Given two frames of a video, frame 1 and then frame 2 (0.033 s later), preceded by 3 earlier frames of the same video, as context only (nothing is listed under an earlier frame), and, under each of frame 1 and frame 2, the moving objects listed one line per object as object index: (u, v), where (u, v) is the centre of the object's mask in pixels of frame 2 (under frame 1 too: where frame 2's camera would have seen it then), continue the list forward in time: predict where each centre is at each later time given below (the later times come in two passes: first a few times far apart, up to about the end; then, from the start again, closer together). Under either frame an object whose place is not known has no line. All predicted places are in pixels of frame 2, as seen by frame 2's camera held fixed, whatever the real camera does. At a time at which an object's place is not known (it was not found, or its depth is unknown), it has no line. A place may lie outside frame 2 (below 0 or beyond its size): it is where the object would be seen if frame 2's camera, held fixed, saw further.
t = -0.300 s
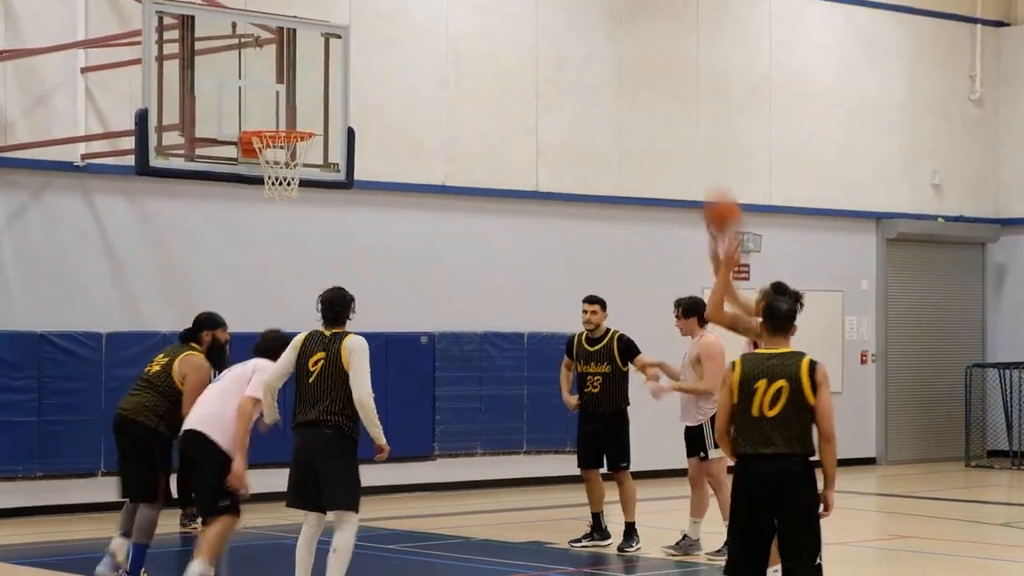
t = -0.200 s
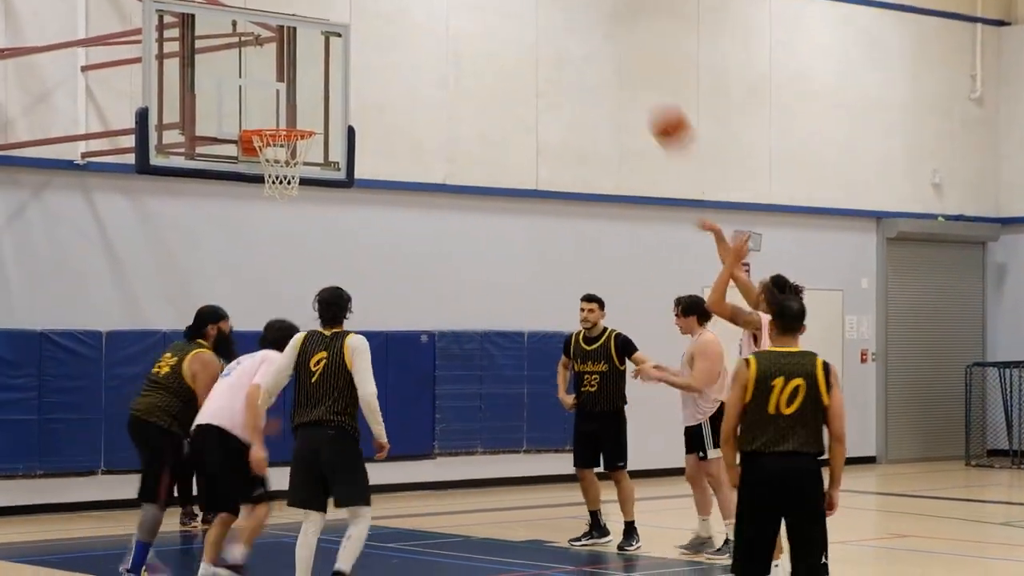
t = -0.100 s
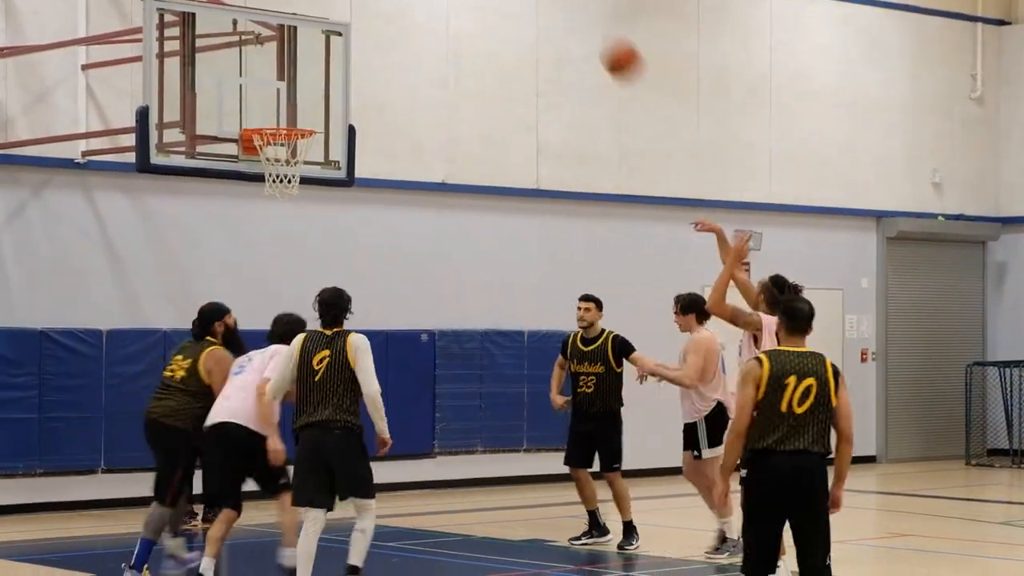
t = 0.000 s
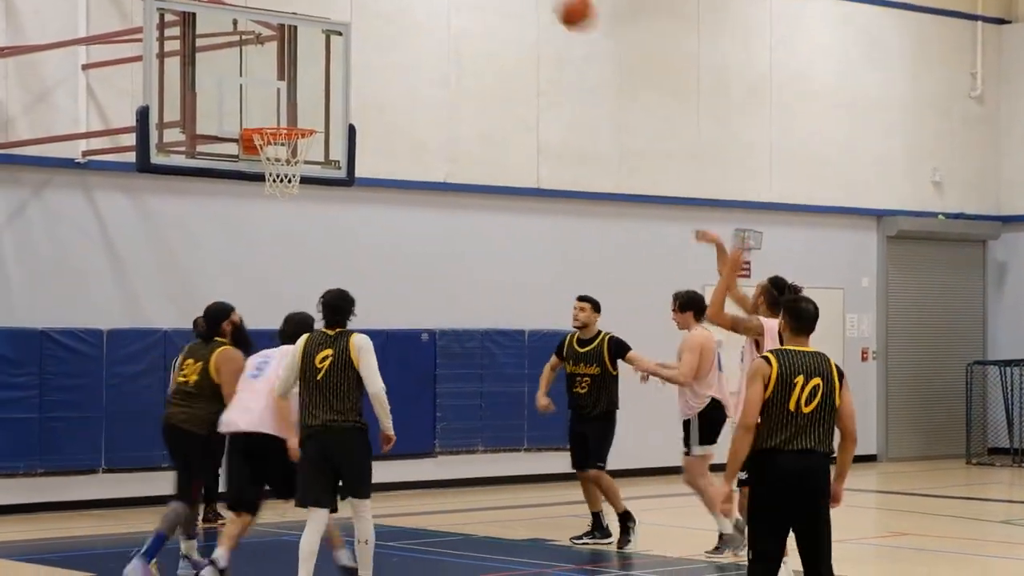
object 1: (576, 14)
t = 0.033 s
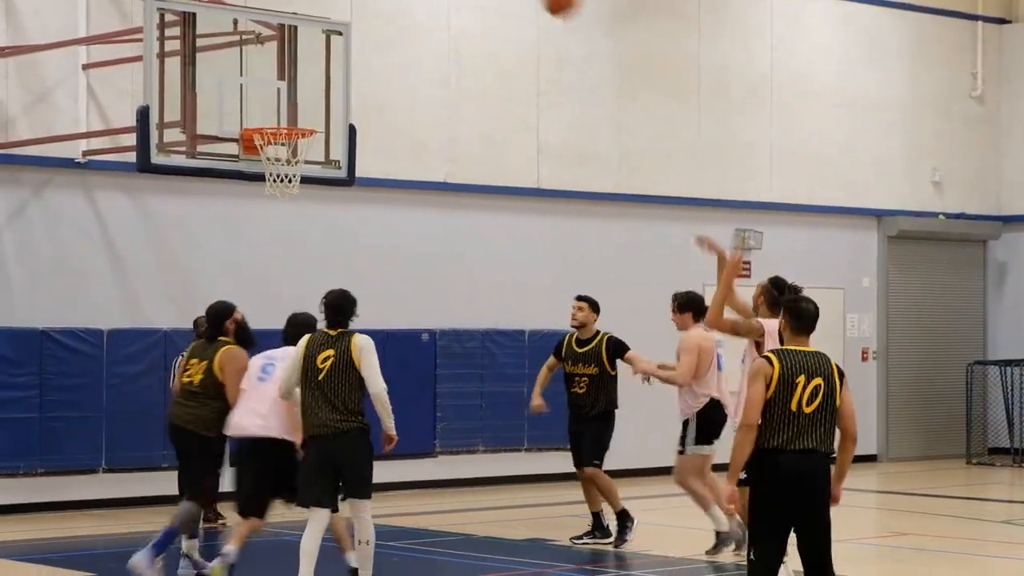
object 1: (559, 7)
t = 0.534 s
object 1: (359, 15)
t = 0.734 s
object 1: (289, 114)
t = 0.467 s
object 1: (383, 3)
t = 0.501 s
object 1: (371, 7)
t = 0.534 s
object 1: (359, 15)
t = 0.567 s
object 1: (347, 29)
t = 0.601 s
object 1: (334, 44)
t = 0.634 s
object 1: (323, 60)
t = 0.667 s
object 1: (312, 78)
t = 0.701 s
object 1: (300, 95)
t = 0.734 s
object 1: (289, 114)
